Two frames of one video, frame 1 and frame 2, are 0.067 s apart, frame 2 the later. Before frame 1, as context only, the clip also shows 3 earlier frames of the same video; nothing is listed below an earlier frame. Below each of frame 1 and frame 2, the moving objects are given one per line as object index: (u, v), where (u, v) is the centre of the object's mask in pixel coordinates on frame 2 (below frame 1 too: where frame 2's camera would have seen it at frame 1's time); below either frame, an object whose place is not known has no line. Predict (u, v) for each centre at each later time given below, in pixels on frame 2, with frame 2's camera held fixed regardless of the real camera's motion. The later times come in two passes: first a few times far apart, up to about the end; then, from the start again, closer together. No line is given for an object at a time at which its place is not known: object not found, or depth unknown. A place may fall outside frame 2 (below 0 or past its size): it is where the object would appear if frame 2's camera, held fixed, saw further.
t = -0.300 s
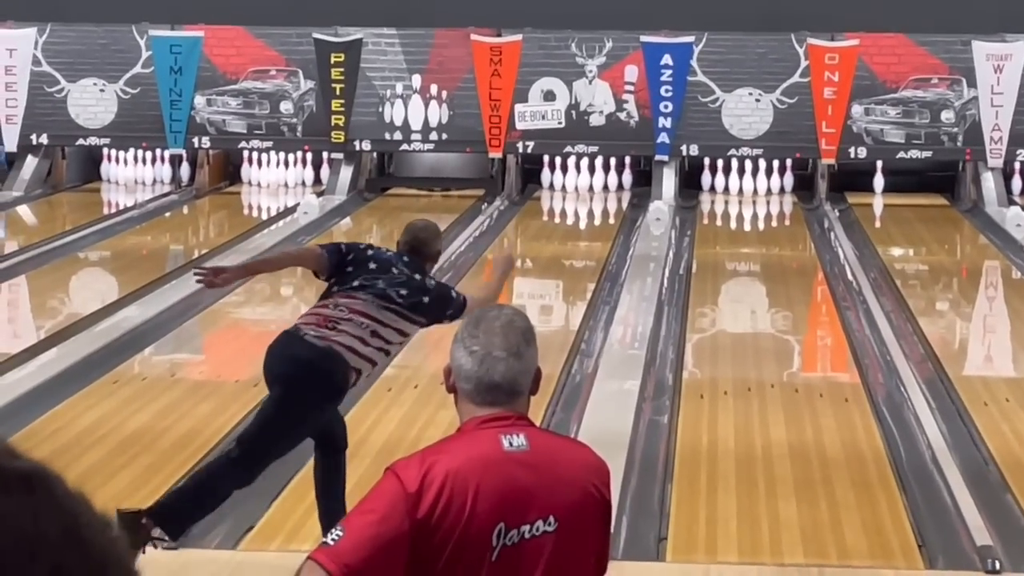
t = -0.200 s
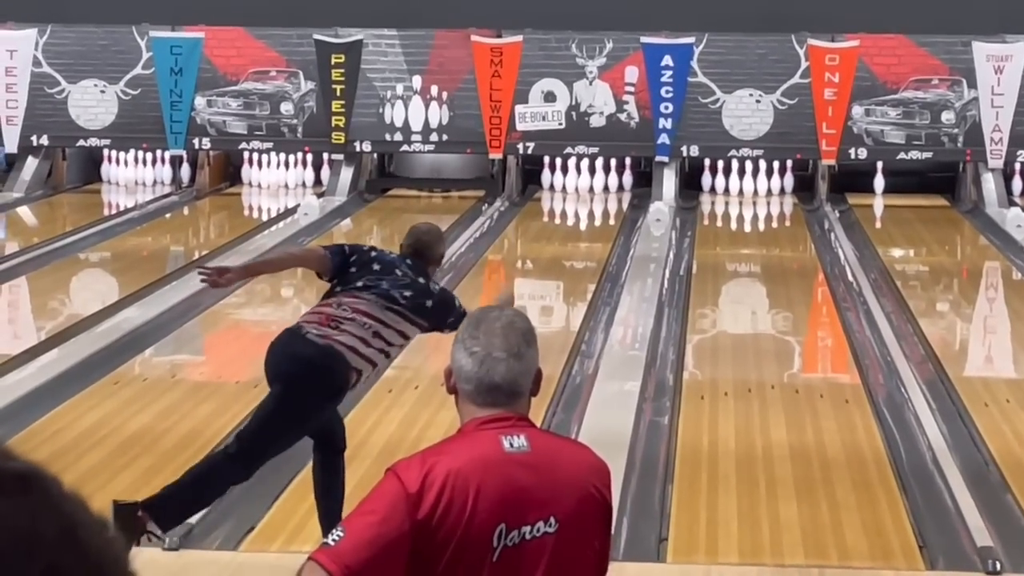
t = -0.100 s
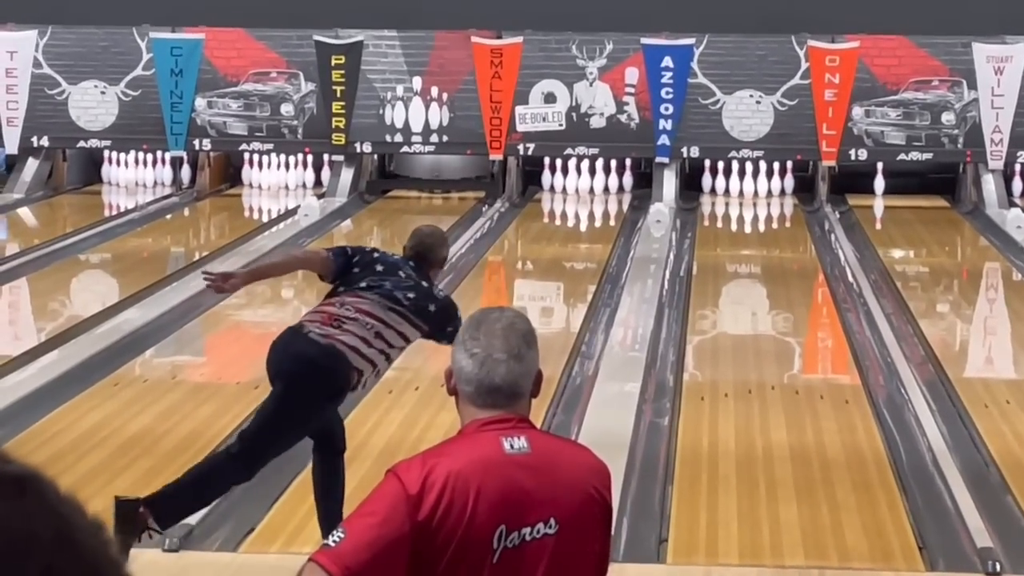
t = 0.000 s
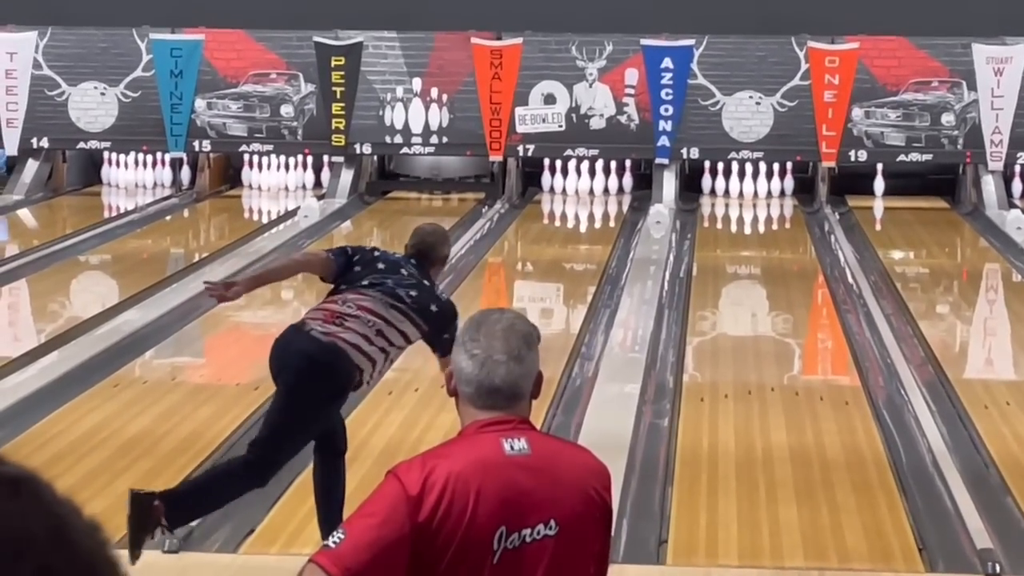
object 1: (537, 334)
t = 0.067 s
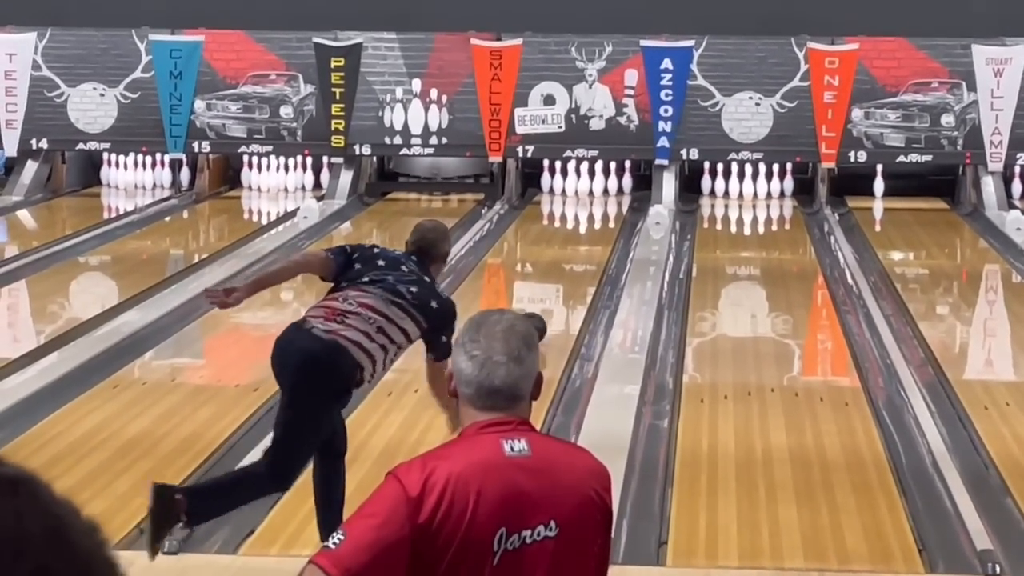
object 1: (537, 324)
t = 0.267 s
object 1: (548, 302)
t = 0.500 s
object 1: (565, 276)
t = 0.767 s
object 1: (578, 251)
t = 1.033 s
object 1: (587, 231)
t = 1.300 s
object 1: (590, 215)
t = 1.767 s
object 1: (588, 192)
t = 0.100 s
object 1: (538, 320)
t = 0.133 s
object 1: (539, 317)
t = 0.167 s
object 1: (540, 313)
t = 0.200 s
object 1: (543, 310)
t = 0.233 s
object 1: (546, 306)
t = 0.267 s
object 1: (548, 302)
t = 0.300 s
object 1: (551, 298)
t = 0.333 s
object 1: (553, 294)
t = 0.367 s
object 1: (556, 290)
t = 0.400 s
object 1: (558, 286)
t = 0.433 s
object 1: (561, 283)
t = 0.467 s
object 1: (562, 279)
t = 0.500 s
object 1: (565, 276)
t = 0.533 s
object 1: (567, 273)
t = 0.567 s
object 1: (568, 269)
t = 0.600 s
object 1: (570, 266)
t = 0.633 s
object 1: (572, 263)
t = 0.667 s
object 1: (574, 260)
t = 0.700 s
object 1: (575, 257)
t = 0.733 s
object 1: (577, 254)
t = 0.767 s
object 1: (578, 251)
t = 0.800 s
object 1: (579, 249)
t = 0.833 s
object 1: (581, 246)
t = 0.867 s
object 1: (582, 244)
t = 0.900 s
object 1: (583, 241)
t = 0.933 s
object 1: (584, 239)
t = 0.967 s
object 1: (585, 236)
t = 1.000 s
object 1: (586, 234)
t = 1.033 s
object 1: (587, 231)
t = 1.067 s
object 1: (587, 229)
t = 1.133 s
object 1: (588, 225)
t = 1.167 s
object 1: (589, 223)
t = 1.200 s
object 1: (589, 220)
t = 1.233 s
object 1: (589, 218)
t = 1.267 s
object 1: (589, 216)
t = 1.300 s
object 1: (590, 215)
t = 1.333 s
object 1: (589, 213)
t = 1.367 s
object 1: (589, 211)
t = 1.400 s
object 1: (589, 208)
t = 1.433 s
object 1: (589, 207)
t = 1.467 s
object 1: (589, 205)
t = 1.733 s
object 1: (587, 193)
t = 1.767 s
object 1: (588, 192)
